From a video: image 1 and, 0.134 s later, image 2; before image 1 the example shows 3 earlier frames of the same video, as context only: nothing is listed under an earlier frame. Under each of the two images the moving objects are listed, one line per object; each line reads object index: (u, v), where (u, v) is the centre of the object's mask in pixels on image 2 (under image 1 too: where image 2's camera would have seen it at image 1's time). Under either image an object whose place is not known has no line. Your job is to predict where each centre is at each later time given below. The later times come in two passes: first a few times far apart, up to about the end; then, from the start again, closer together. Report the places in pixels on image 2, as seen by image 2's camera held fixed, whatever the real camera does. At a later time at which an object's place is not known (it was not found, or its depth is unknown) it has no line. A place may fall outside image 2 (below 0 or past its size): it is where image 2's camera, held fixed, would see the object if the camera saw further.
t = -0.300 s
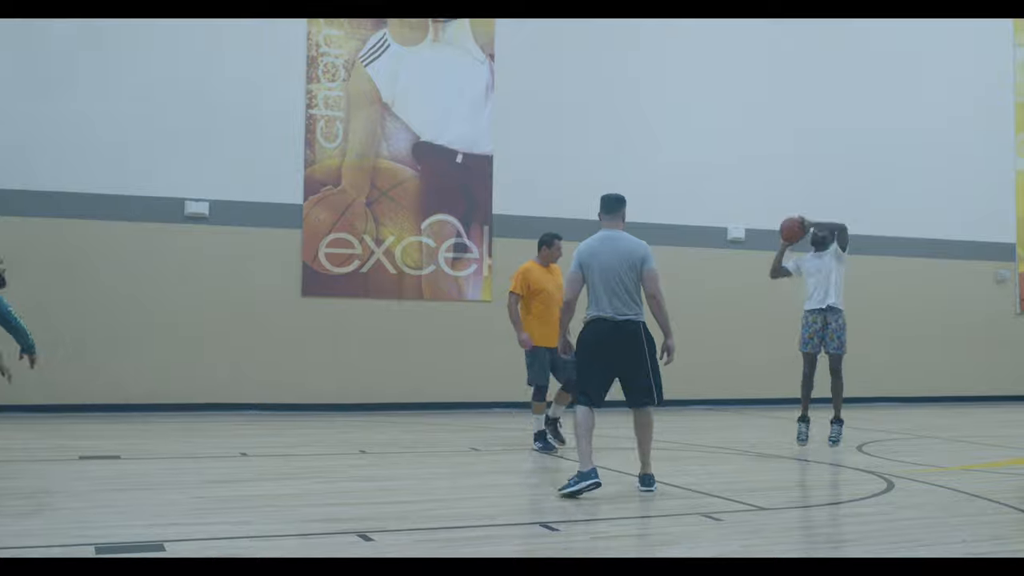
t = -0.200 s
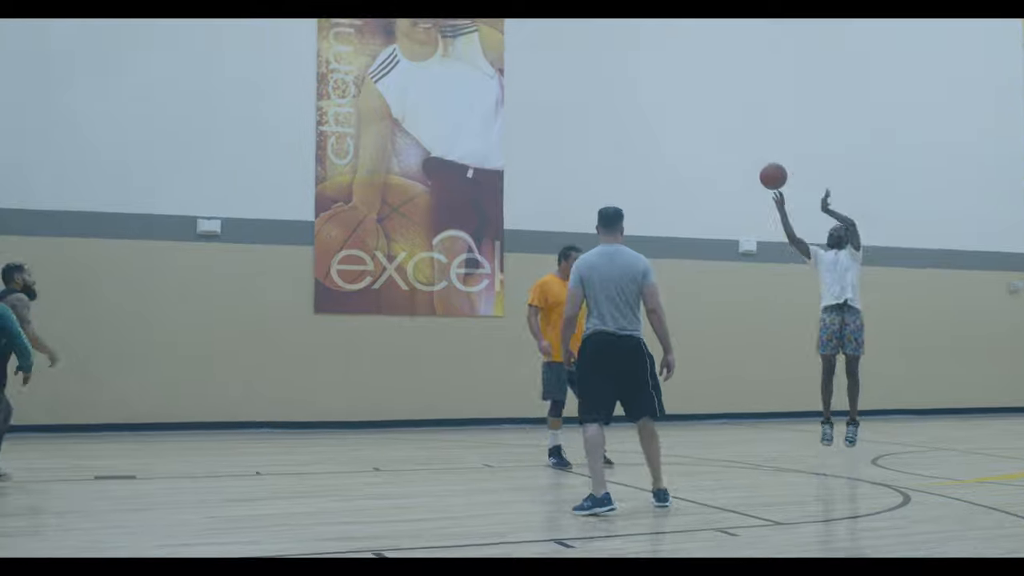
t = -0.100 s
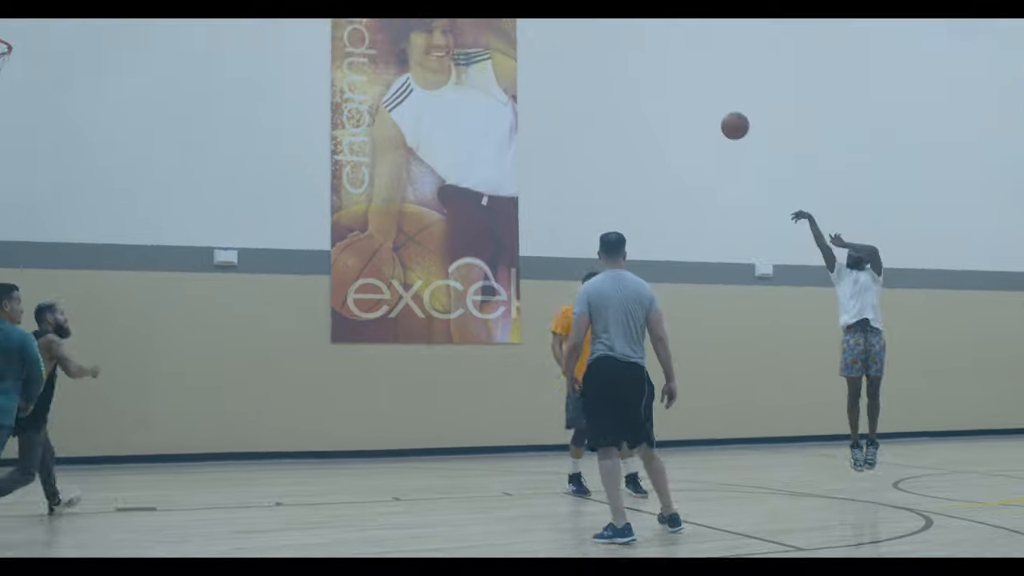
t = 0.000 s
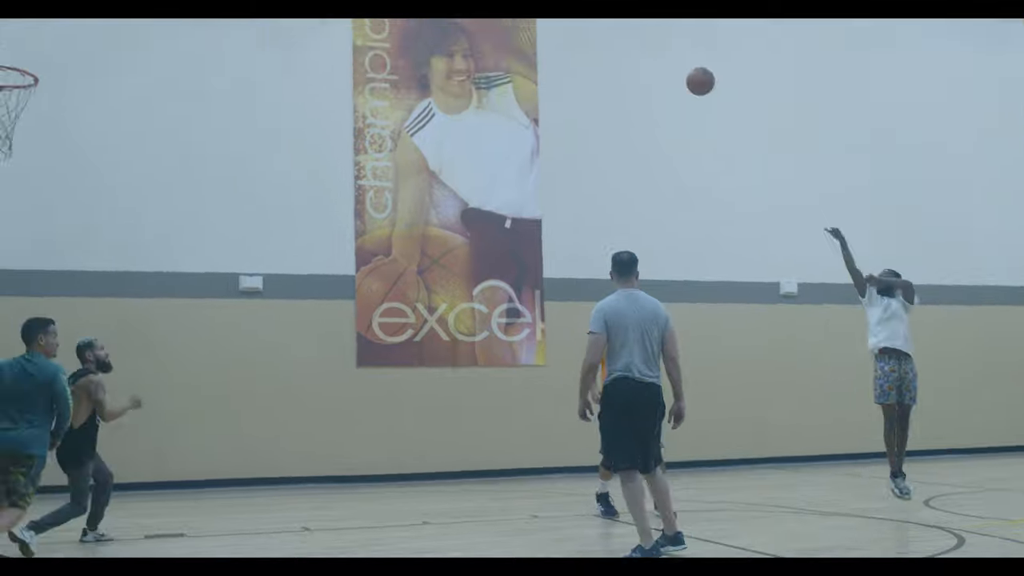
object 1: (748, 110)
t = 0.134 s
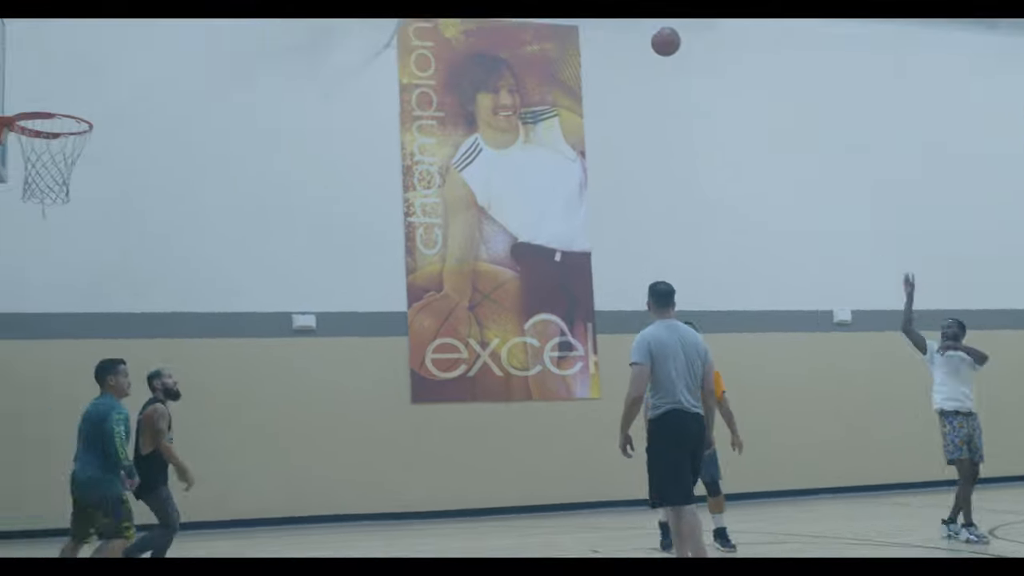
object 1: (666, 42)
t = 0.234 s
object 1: (602, 7)
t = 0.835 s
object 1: (172, 8)
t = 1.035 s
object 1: (41, 104)
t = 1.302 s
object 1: (147, 143)
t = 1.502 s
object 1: (206, 222)
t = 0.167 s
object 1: (645, 27)
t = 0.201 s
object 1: (624, 16)
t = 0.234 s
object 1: (602, 7)
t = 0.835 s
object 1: (172, 8)
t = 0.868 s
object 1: (142, 25)
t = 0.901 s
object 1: (111, 43)
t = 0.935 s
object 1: (80, 63)
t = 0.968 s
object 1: (47, 87)
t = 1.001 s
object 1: (23, 100)
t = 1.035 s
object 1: (41, 104)
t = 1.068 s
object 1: (57, 100)
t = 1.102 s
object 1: (72, 102)
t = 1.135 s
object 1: (85, 107)
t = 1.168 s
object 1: (99, 112)
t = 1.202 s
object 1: (112, 119)
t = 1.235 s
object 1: (124, 126)
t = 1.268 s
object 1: (136, 134)
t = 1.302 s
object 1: (147, 143)
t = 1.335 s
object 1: (158, 154)
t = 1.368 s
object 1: (168, 166)
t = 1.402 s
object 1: (178, 178)
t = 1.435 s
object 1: (188, 192)
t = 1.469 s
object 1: (197, 207)
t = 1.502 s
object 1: (206, 222)
